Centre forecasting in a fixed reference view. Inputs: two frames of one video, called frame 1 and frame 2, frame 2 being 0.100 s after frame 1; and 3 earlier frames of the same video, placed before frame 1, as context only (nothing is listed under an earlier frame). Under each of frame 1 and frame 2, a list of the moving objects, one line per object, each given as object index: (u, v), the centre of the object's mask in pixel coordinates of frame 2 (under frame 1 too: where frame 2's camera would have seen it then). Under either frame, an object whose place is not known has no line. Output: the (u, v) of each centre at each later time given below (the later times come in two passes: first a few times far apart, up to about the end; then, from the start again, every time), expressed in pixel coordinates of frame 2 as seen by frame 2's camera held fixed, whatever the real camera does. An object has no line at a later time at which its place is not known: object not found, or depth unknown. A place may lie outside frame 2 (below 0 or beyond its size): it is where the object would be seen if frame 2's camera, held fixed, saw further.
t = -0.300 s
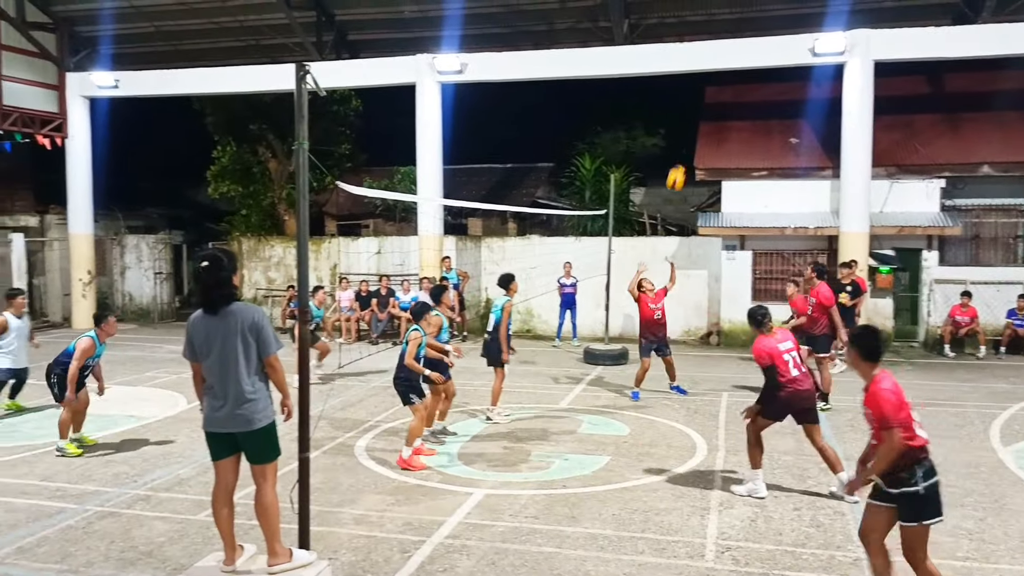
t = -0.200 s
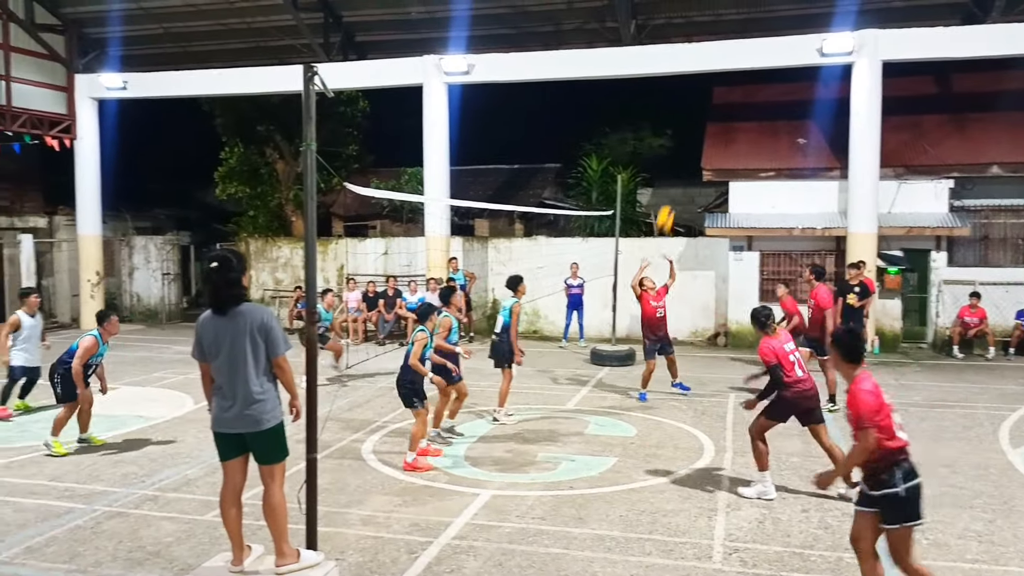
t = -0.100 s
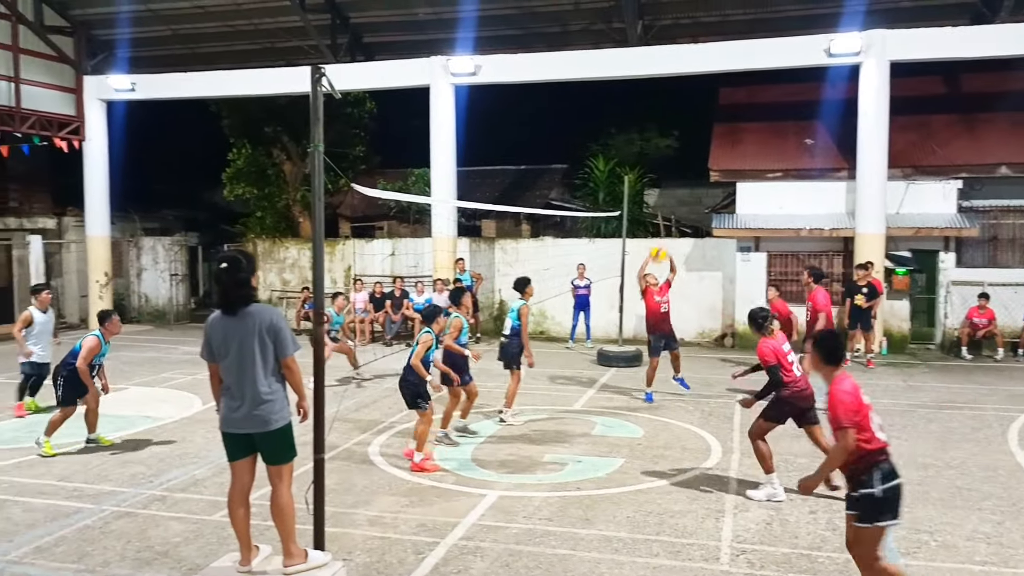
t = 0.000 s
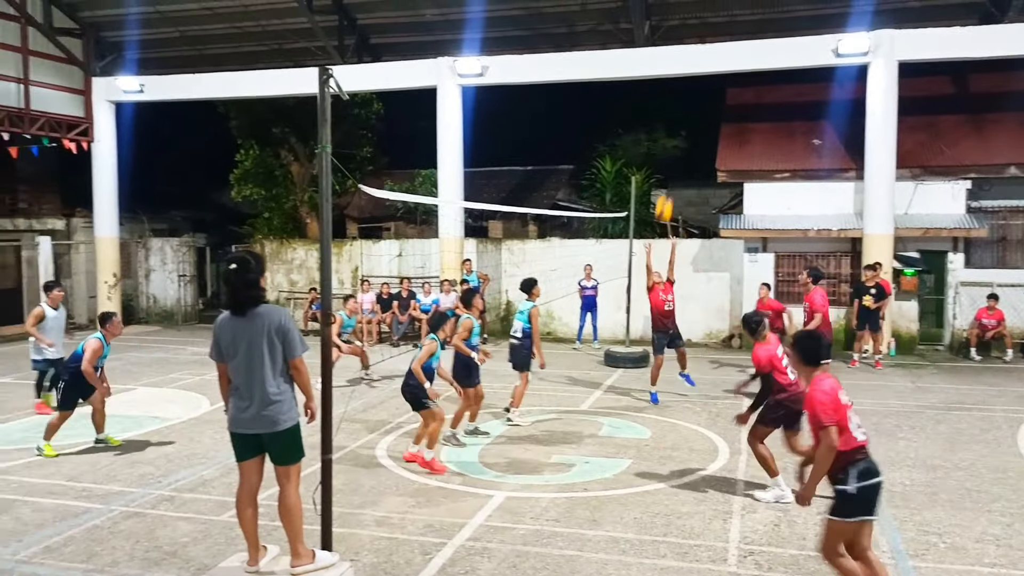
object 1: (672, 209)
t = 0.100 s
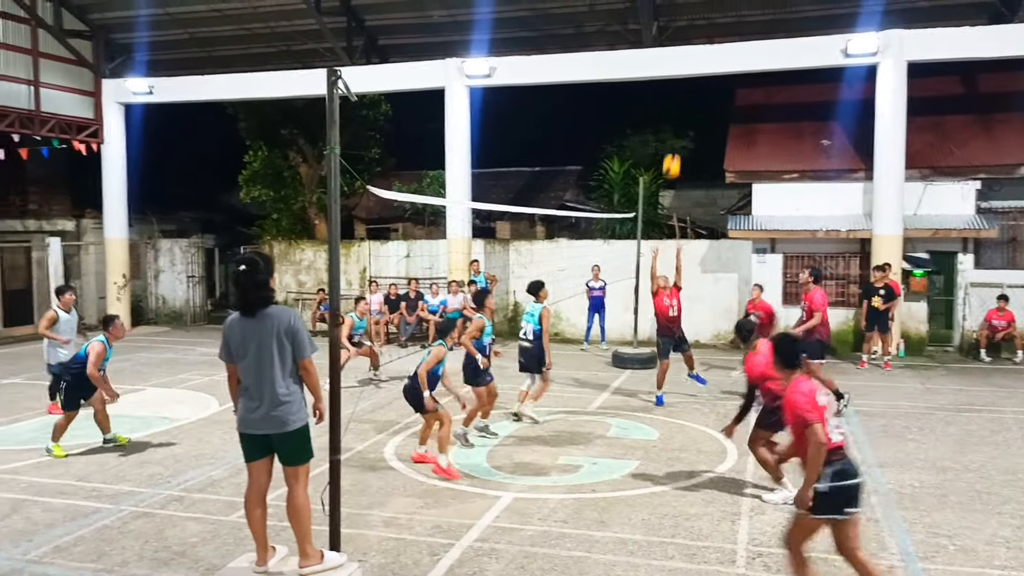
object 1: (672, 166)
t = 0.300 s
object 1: (672, 99)
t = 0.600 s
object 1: (675, 59)
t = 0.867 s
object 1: (675, 92)
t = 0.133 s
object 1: (672, 153)
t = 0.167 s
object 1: (672, 141)
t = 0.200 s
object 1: (672, 129)
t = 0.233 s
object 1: (672, 118)
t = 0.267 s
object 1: (672, 108)
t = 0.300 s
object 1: (672, 99)
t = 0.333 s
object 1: (672, 91)
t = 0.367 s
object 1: (673, 85)
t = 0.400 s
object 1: (672, 80)
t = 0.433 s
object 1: (673, 73)
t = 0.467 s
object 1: (674, 69)
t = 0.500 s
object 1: (674, 64)
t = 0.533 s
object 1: (674, 61)
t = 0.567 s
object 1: (674, 60)
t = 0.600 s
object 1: (675, 59)
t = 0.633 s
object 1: (675, 60)
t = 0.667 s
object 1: (675, 61)
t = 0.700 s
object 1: (675, 63)
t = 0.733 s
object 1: (675, 66)
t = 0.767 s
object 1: (675, 73)
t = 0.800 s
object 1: (676, 78)
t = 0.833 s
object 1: (676, 85)
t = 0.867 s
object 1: (675, 92)
